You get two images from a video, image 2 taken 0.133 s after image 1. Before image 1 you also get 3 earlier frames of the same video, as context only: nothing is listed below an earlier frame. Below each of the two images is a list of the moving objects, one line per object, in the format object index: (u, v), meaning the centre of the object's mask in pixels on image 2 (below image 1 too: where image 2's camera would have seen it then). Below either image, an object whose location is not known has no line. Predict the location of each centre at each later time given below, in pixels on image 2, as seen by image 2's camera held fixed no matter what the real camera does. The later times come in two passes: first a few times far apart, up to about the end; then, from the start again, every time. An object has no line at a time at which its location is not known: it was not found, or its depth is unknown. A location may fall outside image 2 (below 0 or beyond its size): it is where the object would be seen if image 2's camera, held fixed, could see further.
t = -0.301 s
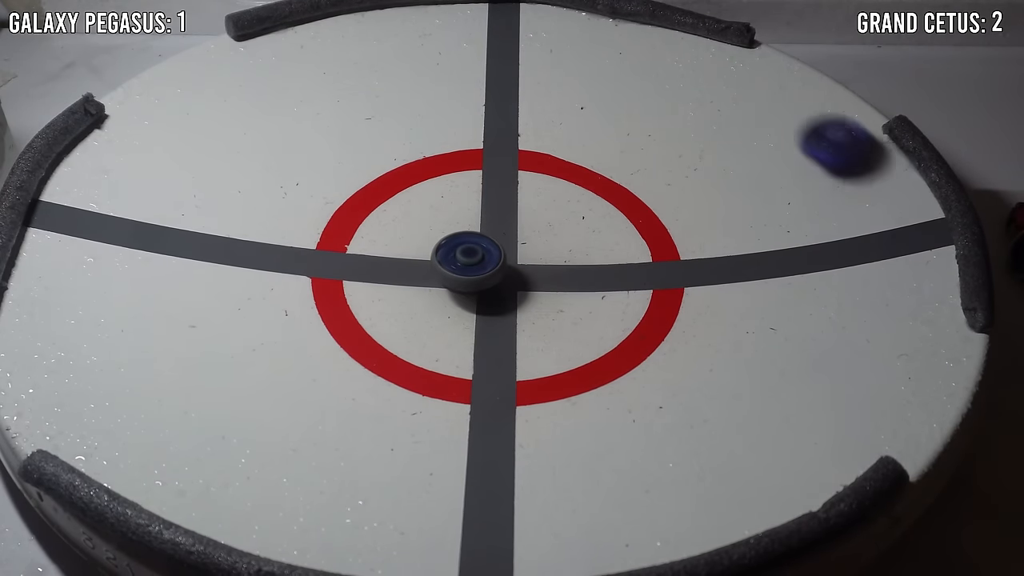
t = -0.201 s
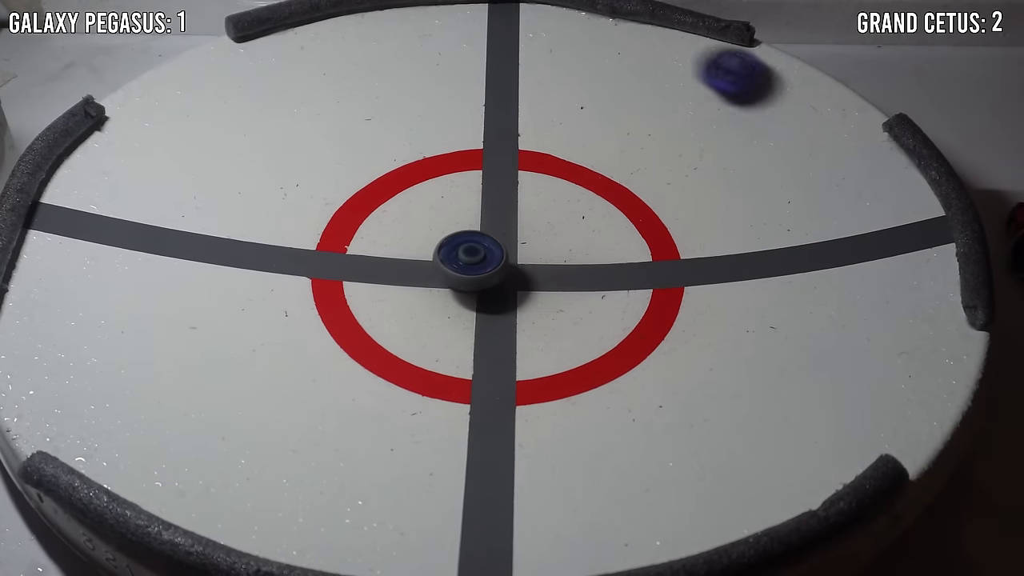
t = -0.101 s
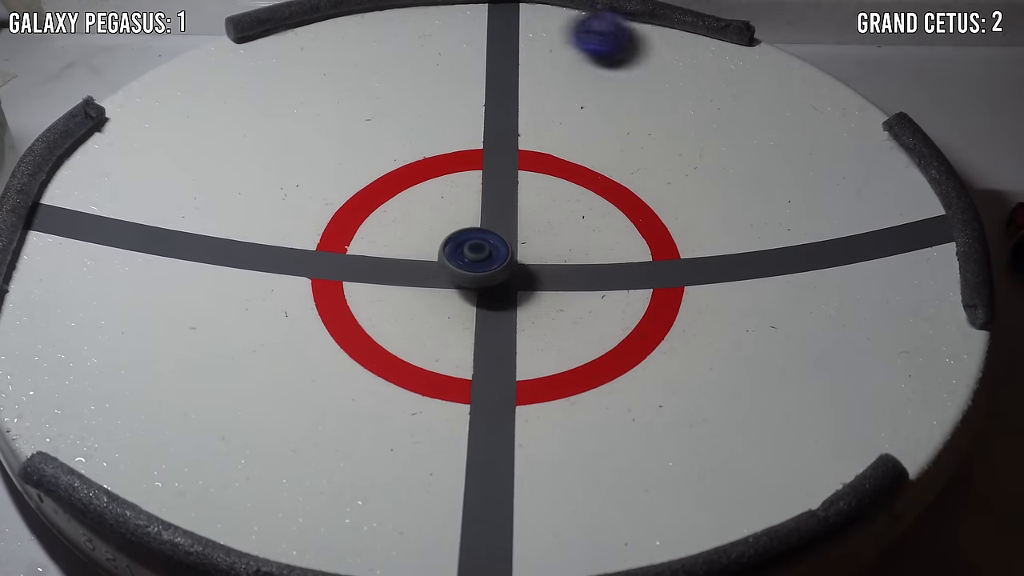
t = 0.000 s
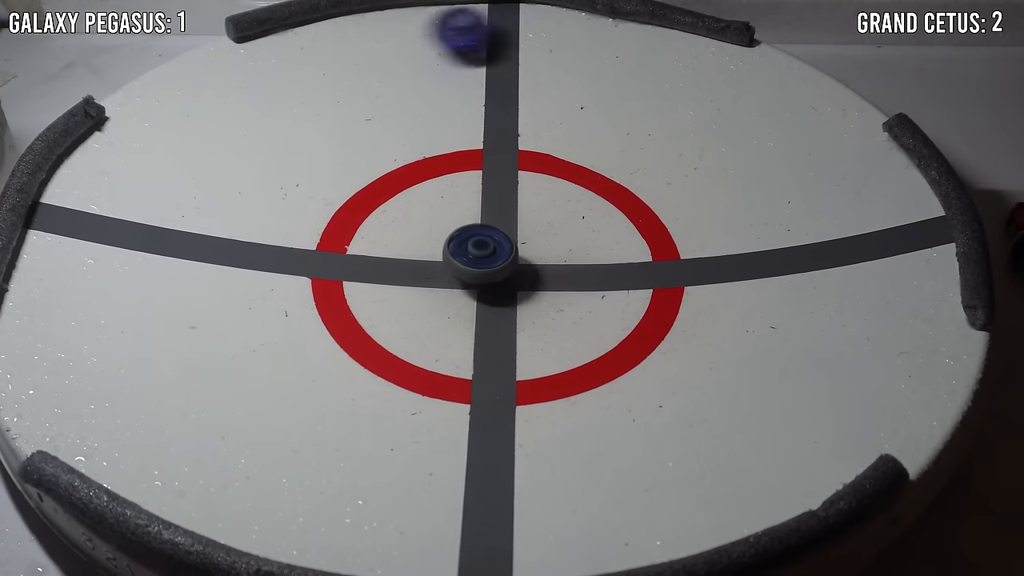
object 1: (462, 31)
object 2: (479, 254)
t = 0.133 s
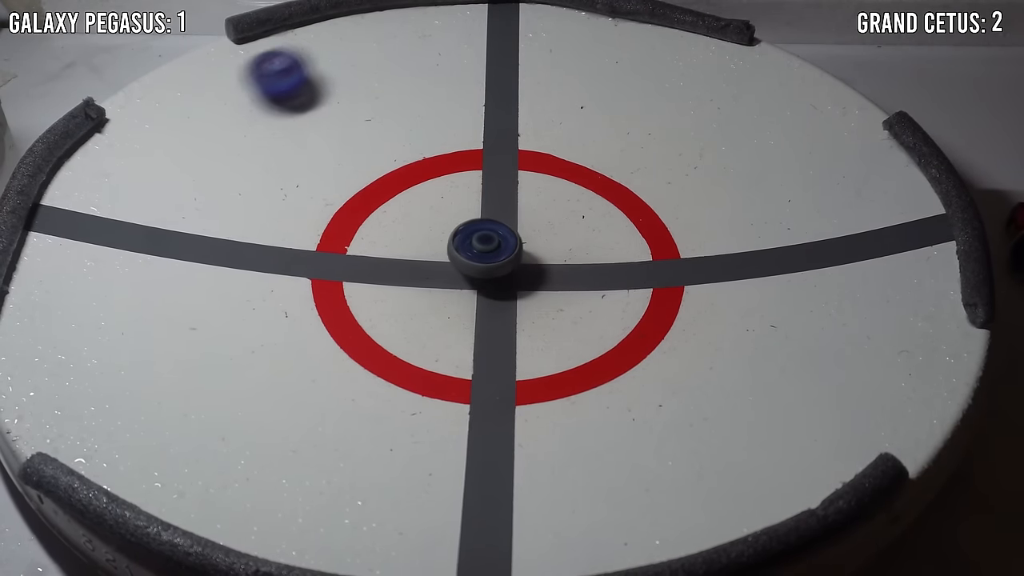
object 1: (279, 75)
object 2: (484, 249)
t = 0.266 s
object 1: (131, 172)
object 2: (490, 242)
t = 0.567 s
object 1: (257, 501)
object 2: (500, 231)
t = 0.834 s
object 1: (765, 423)
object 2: (501, 227)
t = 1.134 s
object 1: (744, 126)
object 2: (507, 232)
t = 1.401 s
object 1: (419, 45)
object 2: (504, 240)
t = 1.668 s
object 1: (116, 168)
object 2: (502, 249)
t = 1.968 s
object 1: (266, 458)
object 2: (488, 253)
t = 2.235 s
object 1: (703, 375)
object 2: (480, 252)
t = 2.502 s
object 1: (710, 137)
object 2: (475, 246)
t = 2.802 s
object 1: (395, 55)
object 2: (484, 239)
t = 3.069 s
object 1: (179, 212)
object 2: (494, 235)
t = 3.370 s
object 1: (457, 404)
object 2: (501, 237)
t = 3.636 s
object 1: (739, 272)
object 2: (502, 242)
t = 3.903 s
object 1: (614, 104)
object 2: (497, 249)
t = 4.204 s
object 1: (324, 165)
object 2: (488, 251)
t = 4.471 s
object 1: (366, 353)
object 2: (482, 249)
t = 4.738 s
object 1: (640, 343)
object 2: (484, 244)
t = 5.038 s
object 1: (627, 170)
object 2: (493, 240)
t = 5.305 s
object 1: (414, 174)
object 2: (502, 240)
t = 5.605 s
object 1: (377, 316)
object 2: (510, 241)
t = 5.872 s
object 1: (549, 330)
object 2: (508, 243)
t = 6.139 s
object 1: (594, 215)
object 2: (467, 244)
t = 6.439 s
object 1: (490, 178)
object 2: (447, 236)
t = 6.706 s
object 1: (424, 199)
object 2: (445, 263)
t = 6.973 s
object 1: (437, 219)
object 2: (451, 289)
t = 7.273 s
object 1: (497, 233)
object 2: (440, 288)
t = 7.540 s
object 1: (541, 216)
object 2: (452, 283)
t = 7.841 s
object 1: (536, 208)
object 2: (464, 289)
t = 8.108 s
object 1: (520, 235)
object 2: (455, 292)
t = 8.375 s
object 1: (541, 271)
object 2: (462, 287)
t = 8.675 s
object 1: (551, 272)
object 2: (477, 289)
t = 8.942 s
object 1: (562, 245)
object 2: (470, 292)
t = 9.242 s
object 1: (493, 235)
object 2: (486, 292)
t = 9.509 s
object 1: (440, 236)
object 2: (543, 304)
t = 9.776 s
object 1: (406, 237)
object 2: (568, 299)
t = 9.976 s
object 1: (411, 246)
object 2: (565, 303)
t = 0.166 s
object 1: (236, 93)
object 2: (485, 248)
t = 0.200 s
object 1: (197, 117)
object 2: (487, 246)
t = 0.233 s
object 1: (162, 143)
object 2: (489, 244)
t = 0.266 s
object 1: (131, 172)
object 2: (490, 242)
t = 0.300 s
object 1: (107, 206)
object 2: (491, 241)
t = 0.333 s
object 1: (90, 241)
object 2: (492, 239)
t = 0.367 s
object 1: (82, 281)
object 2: (493, 237)
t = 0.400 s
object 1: (83, 323)
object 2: (494, 236)
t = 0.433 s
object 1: (95, 362)
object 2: (496, 235)
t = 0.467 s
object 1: (119, 403)
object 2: (497, 234)
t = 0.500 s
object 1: (154, 441)
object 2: (498, 233)
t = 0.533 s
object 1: (201, 477)
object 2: (498, 231)
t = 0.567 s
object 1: (257, 501)
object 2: (500, 231)
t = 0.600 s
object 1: (322, 520)
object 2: (501, 230)
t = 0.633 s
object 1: (393, 528)
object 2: (501, 228)
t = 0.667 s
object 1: (468, 528)
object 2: (502, 227)
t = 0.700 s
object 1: (538, 521)
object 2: (503, 226)
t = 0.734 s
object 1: (607, 506)
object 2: (502, 226)
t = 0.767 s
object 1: (669, 485)
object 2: (502, 226)
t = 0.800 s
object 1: (722, 456)
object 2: (502, 227)
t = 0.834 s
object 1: (765, 423)
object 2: (501, 227)
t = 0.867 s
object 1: (797, 389)
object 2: (502, 227)
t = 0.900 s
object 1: (820, 352)
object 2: (503, 227)
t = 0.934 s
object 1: (833, 315)
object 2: (505, 227)
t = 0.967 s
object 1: (837, 279)
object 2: (506, 228)
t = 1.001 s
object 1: (829, 240)
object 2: (505, 229)
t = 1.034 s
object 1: (820, 209)
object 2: (505, 230)
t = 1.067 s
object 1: (798, 178)
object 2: (505, 231)
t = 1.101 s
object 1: (773, 150)
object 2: (507, 231)
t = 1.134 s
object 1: (744, 126)
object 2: (507, 232)
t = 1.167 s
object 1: (709, 105)
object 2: (506, 233)
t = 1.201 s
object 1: (673, 87)
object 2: (506, 234)
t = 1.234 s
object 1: (635, 72)
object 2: (506, 235)
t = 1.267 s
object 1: (594, 60)
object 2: (507, 236)
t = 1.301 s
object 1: (551, 51)
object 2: (506, 237)
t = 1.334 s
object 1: (507, 45)
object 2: (505, 238)
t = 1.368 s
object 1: (462, 43)
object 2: (505, 239)
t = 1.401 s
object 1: (419, 45)
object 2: (504, 240)
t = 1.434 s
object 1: (374, 49)
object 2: (504, 242)
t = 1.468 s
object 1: (332, 56)
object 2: (504, 243)
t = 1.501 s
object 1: (291, 67)
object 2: (505, 244)
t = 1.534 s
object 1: (251, 80)
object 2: (505, 245)
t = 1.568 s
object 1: (212, 97)
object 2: (504, 246)
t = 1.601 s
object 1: (177, 118)
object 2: (503, 247)
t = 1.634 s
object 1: (145, 141)
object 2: (502, 248)
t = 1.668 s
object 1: (116, 168)
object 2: (502, 249)
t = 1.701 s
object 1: (97, 200)
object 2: (500, 249)
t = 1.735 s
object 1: (83, 234)
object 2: (498, 250)
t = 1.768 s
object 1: (79, 268)
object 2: (496, 251)
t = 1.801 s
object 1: (81, 305)
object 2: (495, 251)
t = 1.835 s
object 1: (96, 340)
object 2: (494, 251)
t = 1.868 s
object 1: (122, 375)
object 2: (493, 252)
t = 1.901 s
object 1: (160, 409)
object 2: (490, 252)
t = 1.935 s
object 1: (209, 437)
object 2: (489, 253)
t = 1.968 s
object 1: (266, 458)
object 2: (488, 253)
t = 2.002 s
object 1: (327, 470)
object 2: (486, 253)
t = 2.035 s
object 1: (390, 475)
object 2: (485, 253)
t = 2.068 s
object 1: (459, 472)
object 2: (484, 253)
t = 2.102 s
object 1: (512, 463)
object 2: (482, 253)
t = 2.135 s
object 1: (572, 448)
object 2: (482, 253)
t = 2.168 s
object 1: (622, 427)
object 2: (481, 252)
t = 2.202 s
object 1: (666, 403)
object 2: (480, 252)
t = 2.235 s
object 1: (703, 375)
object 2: (480, 252)
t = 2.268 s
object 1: (730, 345)
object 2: (478, 251)
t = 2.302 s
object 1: (750, 312)
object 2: (478, 251)
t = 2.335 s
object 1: (763, 278)
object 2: (477, 250)
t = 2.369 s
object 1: (765, 247)
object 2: (476, 249)
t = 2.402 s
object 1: (760, 216)
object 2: (477, 248)
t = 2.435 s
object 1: (749, 189)
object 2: (476, 247)
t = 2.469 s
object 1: (732, 162)
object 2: (476, 247)
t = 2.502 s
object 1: (710, 137)
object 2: (475, 246)
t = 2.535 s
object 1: (684, 115)
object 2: (475, 245)
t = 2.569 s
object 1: (654, 96)
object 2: (477, 245)
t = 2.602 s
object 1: (622, 81)
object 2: (476, 245)
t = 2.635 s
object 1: (588, 69)
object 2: (477, 244)
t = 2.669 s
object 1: (551, 59)
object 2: (479, 243)
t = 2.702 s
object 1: (511, 52)
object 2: (480, 242)
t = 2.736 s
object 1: (474, 50)
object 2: (481, 241)
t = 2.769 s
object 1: (434, 51)
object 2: (482, 240)
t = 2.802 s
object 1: (395, 55)
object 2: (484, 239)
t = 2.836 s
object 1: (358, 62)
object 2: (485, 238)
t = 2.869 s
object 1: (322, 75)
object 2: (486, 238)
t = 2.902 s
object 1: (288, 90)
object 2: (486, 238)
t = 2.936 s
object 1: (256, 108)
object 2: (487, 237)
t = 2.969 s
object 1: (228, 130)
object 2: (489, 237)
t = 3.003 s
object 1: (204, 154)
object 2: (491, 237)
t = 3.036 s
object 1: (188, 180)
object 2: (493, 235)
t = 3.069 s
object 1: (179, 212)
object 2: (494, 235)
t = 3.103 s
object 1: (179, 239)
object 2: (496, 235)
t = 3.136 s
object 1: (186, 268)
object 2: (496, 235)
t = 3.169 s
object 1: (202, 296)
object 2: (495, 235)
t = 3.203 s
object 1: (226, 325)
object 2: (496, 235)
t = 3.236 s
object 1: (259, 352)
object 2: (498, 235)
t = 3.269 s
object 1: (302, 374)
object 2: (499, 235)
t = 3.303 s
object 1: (351, 391)
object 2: (499, 236)
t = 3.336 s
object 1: (403, 402)
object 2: (501, 236)
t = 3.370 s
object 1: (457, 404)
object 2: (501, 237)
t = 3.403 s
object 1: (507, 404)
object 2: (501, 237)
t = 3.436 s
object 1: (558, 397)
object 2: (502, 238)
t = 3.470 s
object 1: (602, 386)
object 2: (502, 238)
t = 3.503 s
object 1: (642, 370)
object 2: (502, 238)
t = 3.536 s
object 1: (676, 349)
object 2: (501, 239)
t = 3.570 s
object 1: (707, 325)
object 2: (503, 240)
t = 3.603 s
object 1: (726, 300)
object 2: (502, 241)
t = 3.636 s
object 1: (739, 272)
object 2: (502, 242)
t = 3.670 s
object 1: (744, 246)
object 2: (502, 243)
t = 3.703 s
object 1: (742, 219)
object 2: (502, 244)
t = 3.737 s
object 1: (733, 192)
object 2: (501, 244)
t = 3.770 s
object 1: (719, 169)
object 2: (500, 245)
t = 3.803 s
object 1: (699, 148)
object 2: (500, 246)
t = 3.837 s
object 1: (673, 129)
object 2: (498, 247)
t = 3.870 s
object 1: (645, 115)
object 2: (499, 248)
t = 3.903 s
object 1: (614, 104)
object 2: (497, 249)
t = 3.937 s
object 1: (581, 95)
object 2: (497, 250)
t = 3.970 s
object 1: (547, 89)
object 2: (495, 250)
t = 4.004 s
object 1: (511, 88)
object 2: (494, 250)
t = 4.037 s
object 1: (479, 91)
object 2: (494, 251)
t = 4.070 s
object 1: (442, 98)
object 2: (492, 251)
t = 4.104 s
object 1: (407, 109)
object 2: (492, 252)
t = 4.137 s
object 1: (374, 124)
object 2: (491, 252)
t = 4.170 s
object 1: (347, 141)
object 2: (490, 251)
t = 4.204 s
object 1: (324, 165)
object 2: (488, 251)
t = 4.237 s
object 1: (307, 189)
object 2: (487, 251)
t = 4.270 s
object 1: (294, 209)
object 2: (486, 251)
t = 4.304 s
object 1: (288, 233)
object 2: (485, 251)
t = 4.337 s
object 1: (289, 262)
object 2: (484, 250)
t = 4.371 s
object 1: (299, 286)
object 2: (484, 250)
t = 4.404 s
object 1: (313, 310)
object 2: (484, 249)
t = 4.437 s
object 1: (336, 332)
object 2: (484, 249)
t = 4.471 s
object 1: (366, 353)
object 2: (482, 249)
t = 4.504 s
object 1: (401, 369)
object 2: (482, 248)
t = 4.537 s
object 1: (442, 380)
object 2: (483, 248)
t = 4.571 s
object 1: (484, 384)
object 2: (482, 247)
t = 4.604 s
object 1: (523, 383)
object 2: (482, 247)
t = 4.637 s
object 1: (557, 377)
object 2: (483, 246)
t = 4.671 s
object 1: (587, 369)
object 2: (483, 245)
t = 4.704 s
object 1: (615, 359)
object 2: (483, 245)
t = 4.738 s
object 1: (640, 343)
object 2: (484, 244)
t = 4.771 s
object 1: (664, 325)
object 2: (485, 244)
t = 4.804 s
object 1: (681, 304)
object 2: (486, 243)
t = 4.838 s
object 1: (690, 280)
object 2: (487, 243)
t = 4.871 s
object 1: (693, 258)
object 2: (488, 242)
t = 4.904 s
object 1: (691, 235)
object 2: (489, 242)
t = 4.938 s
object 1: (681, 215)
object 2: (490, 241)
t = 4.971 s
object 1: (666, 196)
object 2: (492, 240)
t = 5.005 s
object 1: (648, 182)
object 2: (493, 240)
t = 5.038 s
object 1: (627, 170)
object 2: (493, 240)
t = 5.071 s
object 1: (602, 161)
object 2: (495, 240)
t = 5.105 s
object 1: (575, 153)
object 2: (496, 240)
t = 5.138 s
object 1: (545, 148)
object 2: (497, 240)
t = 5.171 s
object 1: (513, 146)
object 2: (498, 240)
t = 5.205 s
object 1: (484, 148)
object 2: (499, 240)
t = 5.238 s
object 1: (457, 156)
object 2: (500, 240)
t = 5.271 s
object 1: (434, 164)
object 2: (500, 240)
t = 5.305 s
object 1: (414, 174)
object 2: (502, 240)
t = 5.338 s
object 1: (393, 187)
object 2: (505, 240)
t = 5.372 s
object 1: (376, 203)
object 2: (506, 240)
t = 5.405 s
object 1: (362, 221)
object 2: (508, 240)
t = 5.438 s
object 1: (352, 244)
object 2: (509, 241)
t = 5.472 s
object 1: (349, 261)
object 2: (510, 241)
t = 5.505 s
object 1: (352, 275)
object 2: (511, 241)
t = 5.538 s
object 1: (354, 290)
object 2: (512, 241)
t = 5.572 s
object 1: (363, 303)
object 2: (510, 241)
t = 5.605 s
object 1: (377, 316)
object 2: (510, 241)
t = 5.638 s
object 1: (393, 327)
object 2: (511, 241)
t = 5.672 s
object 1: (413, 337)
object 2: (510, 242)
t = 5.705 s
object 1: (438, 343)
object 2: (509, 242)
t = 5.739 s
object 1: (464, 347)
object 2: (510, 242)
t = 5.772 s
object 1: (491, 349)
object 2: (509, 242)
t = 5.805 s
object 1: (514, 346)
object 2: (508, 243)
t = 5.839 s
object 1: (531, 341)
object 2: (508, 243)
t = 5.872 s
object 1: (549, 330)
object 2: (508, 243)
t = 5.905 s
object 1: (568, 321)
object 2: (507, 243)
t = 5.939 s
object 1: (583, 306)
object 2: (507, 244)
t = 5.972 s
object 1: (592, 289)
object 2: (506, 244)
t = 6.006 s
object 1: (595, 272)
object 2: (506, 244)
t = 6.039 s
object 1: (593, 257)
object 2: (507, 244)
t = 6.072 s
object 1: (584, 241)
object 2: (506, 244)
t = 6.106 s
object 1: (589, 227)
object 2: (486, 244)
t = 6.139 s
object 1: (594, 215)
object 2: (467, 244)
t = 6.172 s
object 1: (596, 206)
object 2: (457, 242)
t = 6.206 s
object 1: (594, 197)
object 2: (455, 242)
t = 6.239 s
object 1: (587, 189)
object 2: (455, 242)
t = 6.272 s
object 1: (575, 181)
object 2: (453, 242)
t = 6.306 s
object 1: (559, 175)
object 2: (449, 241)
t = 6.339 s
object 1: (541, 172)
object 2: (449, 239)
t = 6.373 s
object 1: (525, 172)
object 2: (448, 238)
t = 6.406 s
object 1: (508, 175)
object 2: (448, 238)
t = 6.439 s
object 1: (490, 178)
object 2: (447, 236)
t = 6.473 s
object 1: (474, 182)
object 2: (448, 234)
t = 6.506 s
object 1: (465, 182)
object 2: (446, 245)
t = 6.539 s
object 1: (458, 179)
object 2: (442, 253)
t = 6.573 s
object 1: (450, 178)
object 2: (441, 256)
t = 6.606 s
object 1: (443, 181)
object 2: (441, 257)
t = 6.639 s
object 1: (435, 186)
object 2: (443, 258)
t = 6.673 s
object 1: (428, 192)
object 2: (445, 260)
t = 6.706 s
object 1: (424, 199)
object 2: (445, 263)
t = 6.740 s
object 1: (423, 206)
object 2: (445, 263)
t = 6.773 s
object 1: (424, 214)
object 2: (445, 265)
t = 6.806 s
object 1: (424, 216)
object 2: (449, 276)
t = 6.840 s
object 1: (424, 215)
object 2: (452, 285)
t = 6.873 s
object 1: (426, 215)
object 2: (451, 289)
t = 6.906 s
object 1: (428, 216)
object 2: (448, 289)
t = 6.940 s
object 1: (432, 217)
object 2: (450, 288)
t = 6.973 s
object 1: (437, 219)
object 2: (451, 289)
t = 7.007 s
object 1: (442, 221)
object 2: (449, 292)
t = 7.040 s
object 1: (446, 224)
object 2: (445, 292)
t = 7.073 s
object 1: (451, 226)
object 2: (444, 291)
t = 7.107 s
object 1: (458, 227)
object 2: (444, 291)
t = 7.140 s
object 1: (465, 228)
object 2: (443, 292)
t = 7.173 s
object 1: (472, 230)
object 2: (440, 292)
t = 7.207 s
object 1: (479, 231)
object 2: (439, 290)
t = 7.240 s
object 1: (488, 232)
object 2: (440, 288)
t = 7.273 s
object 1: (497, 233)
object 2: (440, 288)
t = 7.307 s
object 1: (505, 231)
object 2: (440, 288)
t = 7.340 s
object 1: (512, 228)
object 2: (440, 286)
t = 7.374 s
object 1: (519, 225)
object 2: (442, 284)
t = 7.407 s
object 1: (526, 223)
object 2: (445, 284)
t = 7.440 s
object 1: (531, 222)
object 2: (446, 284)
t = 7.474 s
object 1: (535, 220)
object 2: (448, 284)
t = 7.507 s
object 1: (539, 218)
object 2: (450, 284)
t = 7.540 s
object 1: (541, 216)
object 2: (452, 283)
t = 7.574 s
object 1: (543, 212)
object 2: (455, 285)
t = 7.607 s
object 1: (545, 210)
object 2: (457, 286)
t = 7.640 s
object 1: (547, 209)
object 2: (457, 286)
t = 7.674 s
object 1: (546, 208)
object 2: (459, 286)
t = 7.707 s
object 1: (546, 208)
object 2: (461, 285)
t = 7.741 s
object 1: (544, 207)
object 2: (462, 287)
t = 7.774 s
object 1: (542, 207)
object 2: (463, 288)
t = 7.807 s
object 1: (539, 207)
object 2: (463, 289)
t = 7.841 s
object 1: (536, 208)
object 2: (464, 289)
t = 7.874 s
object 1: (535, 209)
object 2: (464, 290)
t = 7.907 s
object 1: (532, 211)
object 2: (464, 291)
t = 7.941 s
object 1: (529, 214)
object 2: (463, 292)
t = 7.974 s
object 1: (526, 219)
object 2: (461, 293)
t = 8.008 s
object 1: (524, 223)
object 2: (459, 294)
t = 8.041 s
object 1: (522, 227)
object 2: (458, 293)
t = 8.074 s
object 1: (520, 231)
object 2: (456, 293)
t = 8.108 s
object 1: (520, 235)
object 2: (455, 292)
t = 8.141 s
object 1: (520, 240)
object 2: (455, 291)
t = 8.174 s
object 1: (521, 246)
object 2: (455, 290)
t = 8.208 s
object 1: (522, 252)
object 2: (456, 290)
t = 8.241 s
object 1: (524, 259)
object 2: (456, 289)
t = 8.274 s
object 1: (528, 264)
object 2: (457, 288)
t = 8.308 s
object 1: (532, 267)
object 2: (459, 287)
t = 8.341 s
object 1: (537, 269)
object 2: (461, 287)
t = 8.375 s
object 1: (541, 271)
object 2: (462, 287)
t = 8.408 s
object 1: (543, 270)
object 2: (463, 287)
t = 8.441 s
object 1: (546, 272)
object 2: (465, 287)
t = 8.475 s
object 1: (547, 272)
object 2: (468, 286)
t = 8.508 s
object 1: (549, 275)
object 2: (470, 286)
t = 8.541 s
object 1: (550, 274)
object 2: (472, 288)
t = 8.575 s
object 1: (549, 273)
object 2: (473, 289)
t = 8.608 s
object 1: (549, 273)
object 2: (473, 288)
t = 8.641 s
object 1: (550, 273)
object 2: (475, 288)
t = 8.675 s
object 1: (551, 272)
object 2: (477, 289)
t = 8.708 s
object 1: (558, 269)
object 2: (470, 292)
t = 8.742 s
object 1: (563, 265)
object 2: (466, 292)
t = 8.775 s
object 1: (566, 261)
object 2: (467, 291)
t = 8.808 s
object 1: (568, 259)
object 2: (469, 290)
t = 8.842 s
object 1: (568, 257)
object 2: (472, 291)
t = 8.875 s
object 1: (568, 254)
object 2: (471, 293)
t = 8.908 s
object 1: (566, 249)
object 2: (470, 294)
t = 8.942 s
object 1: (562, 245)
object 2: (470, 292)
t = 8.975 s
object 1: (557, 244)
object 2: (471, 293)
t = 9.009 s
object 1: (553, 241)
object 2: (473, 294)
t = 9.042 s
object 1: (546, 237)
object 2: (473, 294)
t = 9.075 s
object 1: (538, 235)
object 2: (473, 293)
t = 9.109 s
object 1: (528, 234)
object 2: (474, 294)
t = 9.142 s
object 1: (518, 233)
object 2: (476, 293)
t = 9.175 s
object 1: (509, 234)
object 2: (478, 292)
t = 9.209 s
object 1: (502, 235)
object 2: (481, 293)
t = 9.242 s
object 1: (493, 235)
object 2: (486, 292)
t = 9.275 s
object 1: (486, 237)
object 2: (493, 293)
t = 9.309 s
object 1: (479, 240)
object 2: (496, 293)
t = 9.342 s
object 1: (469, 244)
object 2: (502, 293)
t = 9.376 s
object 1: (465, 244)
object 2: (509, 298)
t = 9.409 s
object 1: (458, 240)
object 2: (516, 302)
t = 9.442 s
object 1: (452, 239)
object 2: (526, 305)
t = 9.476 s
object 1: (445, 236)
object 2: (536, 307)
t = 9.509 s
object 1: (440, 236)
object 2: (543, 304)
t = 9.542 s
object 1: (432, 234)
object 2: (547, 303)
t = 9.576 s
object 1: (426, 234)
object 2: (551, 304)
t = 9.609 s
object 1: (421, 234)
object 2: (553, 303)
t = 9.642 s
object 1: (416, 232)
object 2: (557, 303)
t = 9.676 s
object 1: (412, 232)
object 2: (561, 302)
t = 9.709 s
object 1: (409, 234)
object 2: (564, 302)
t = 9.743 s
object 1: (406, 235)
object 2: (567, 301)
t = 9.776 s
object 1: (406, 237)
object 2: (568, 299)
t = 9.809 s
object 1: (407, 239)
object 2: (571, 302)
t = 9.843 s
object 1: (407, 239)
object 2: (572, 303)
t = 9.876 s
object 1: (405, 241)
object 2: (572, 302)
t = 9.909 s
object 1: (406, 242)
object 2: (571, 304)
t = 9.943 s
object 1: (409, 244)
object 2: (568, 305)
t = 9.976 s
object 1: (411, 246)
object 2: (565, 303)
